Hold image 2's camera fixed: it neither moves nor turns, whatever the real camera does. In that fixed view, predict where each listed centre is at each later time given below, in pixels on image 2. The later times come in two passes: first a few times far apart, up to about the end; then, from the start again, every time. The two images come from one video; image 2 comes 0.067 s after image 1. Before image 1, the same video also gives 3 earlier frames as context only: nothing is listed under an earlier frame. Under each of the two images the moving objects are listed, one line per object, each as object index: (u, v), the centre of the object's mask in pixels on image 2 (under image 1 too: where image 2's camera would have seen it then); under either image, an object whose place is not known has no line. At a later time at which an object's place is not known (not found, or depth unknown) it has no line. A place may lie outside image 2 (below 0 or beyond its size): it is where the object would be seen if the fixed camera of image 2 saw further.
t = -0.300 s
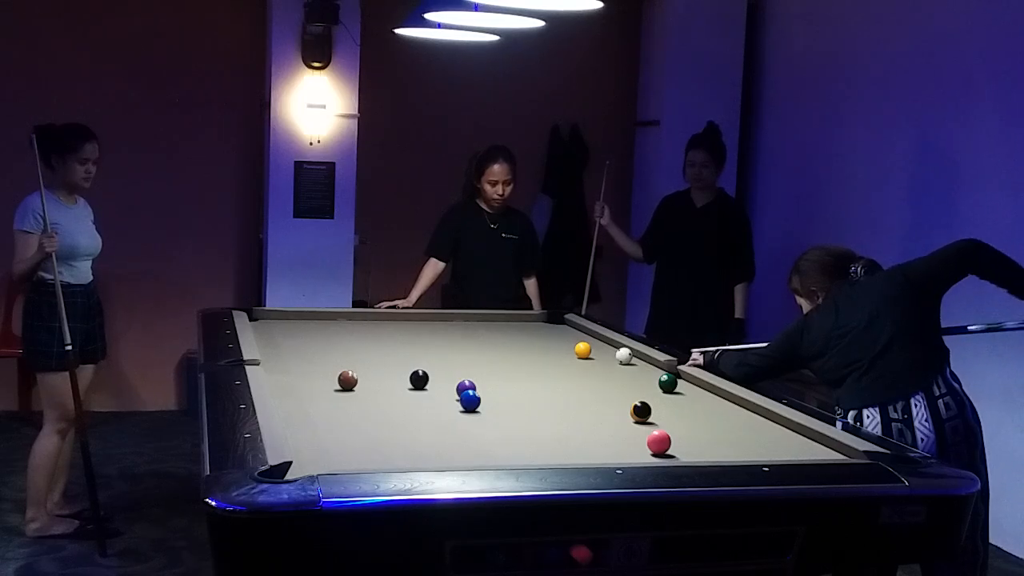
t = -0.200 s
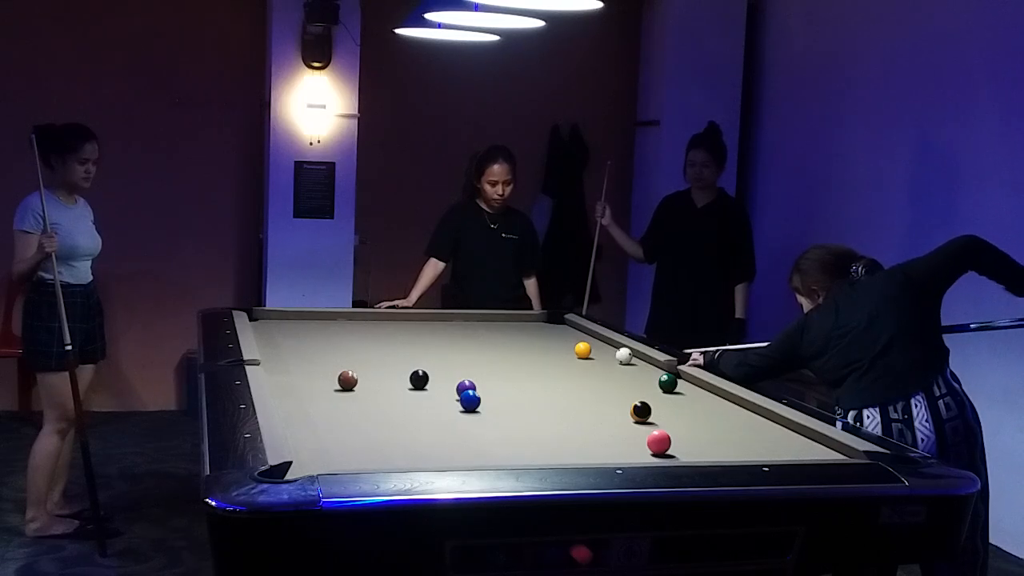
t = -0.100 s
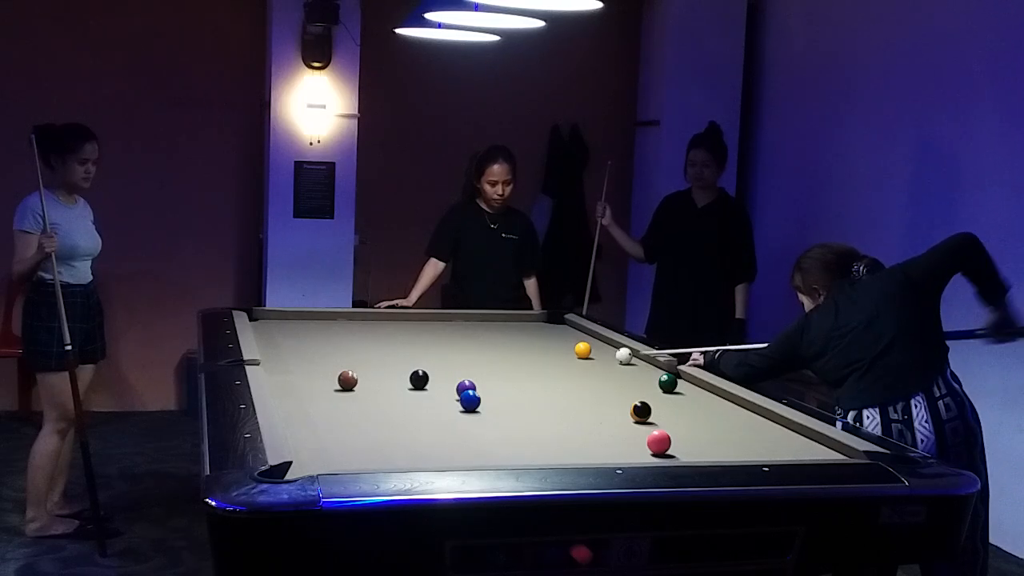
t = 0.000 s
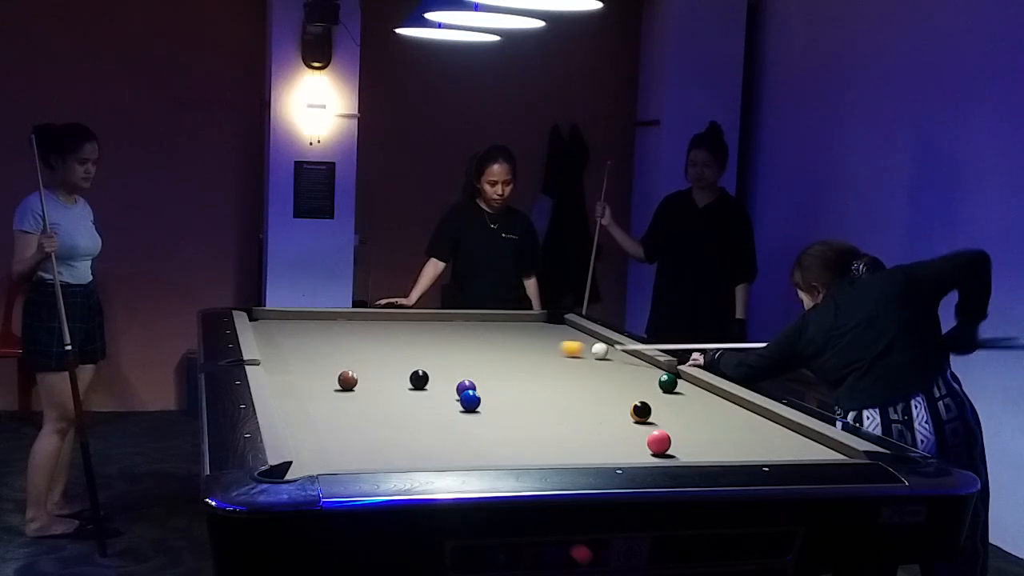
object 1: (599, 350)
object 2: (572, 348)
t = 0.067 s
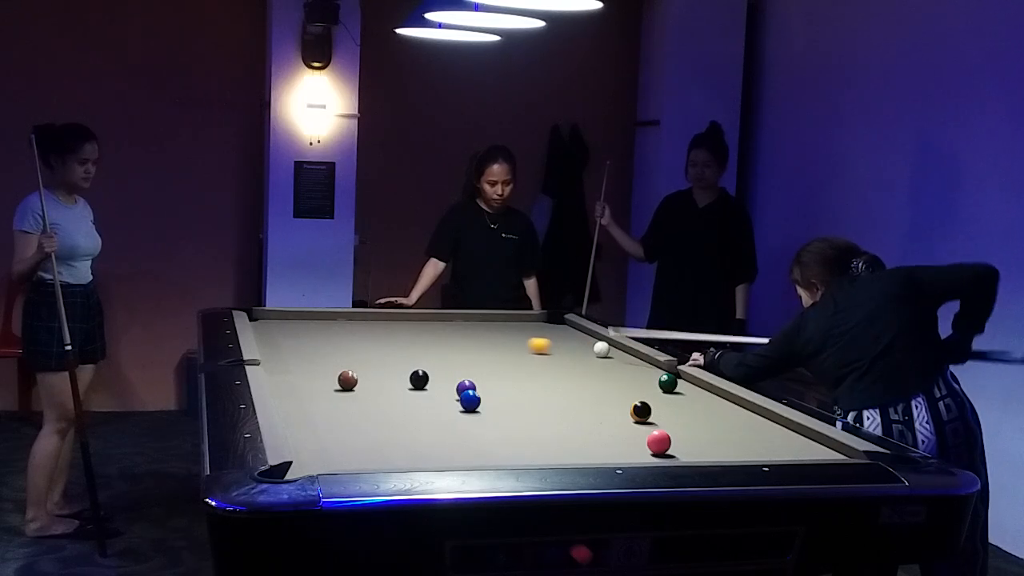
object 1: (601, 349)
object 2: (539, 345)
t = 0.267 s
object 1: (599, 343)
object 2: (464, 338)
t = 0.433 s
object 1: (597, 339)
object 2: (408, 332)
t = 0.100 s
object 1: (601, 348)
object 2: (524, 344)
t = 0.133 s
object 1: (601, 347)
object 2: (511, 343)
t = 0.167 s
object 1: (600, 346)
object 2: (498, 341)
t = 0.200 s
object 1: (600, 345)
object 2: (486, 340)
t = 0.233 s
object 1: (599, 344)
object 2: (475, 339)
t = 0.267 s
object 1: (599, 343)
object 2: (464, 338)
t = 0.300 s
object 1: (598, 342)
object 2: (452, 337)
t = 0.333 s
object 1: (598, 341)
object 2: (441, 336)
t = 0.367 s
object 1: (597, 341)
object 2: (430, 334)
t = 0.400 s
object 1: (597, 340)
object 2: (419, 333)
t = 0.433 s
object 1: (597, 339)
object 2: (408, 332)
